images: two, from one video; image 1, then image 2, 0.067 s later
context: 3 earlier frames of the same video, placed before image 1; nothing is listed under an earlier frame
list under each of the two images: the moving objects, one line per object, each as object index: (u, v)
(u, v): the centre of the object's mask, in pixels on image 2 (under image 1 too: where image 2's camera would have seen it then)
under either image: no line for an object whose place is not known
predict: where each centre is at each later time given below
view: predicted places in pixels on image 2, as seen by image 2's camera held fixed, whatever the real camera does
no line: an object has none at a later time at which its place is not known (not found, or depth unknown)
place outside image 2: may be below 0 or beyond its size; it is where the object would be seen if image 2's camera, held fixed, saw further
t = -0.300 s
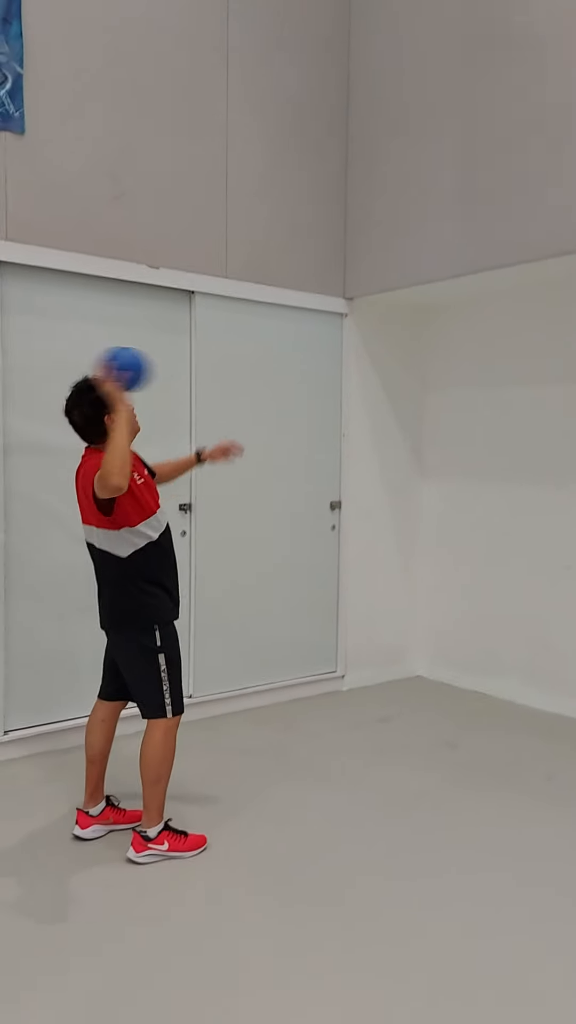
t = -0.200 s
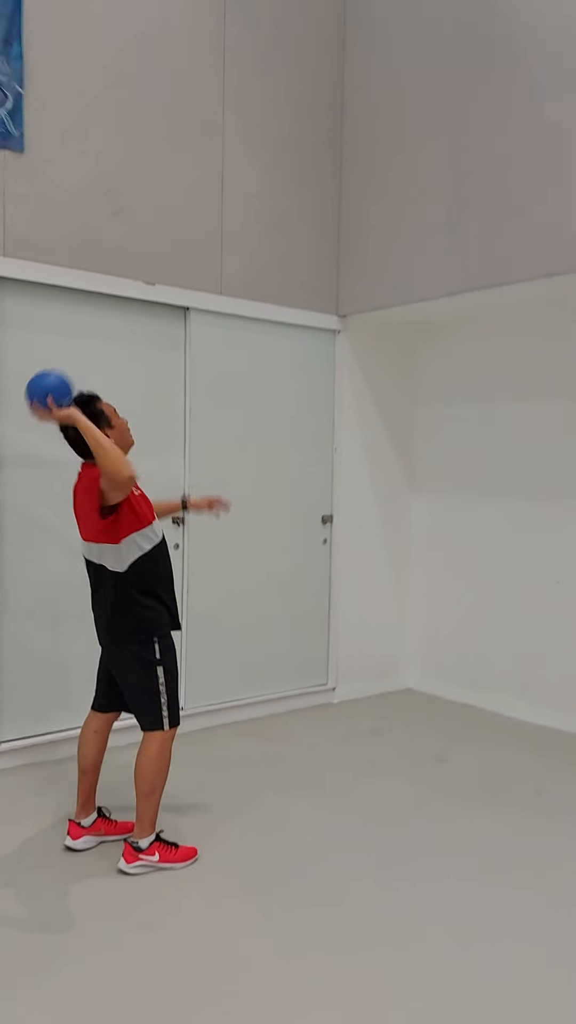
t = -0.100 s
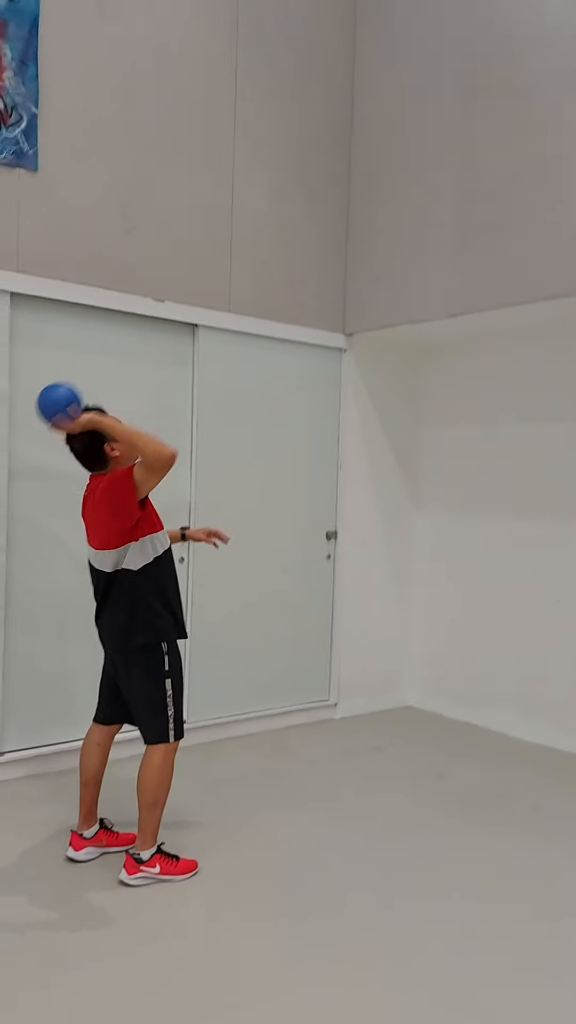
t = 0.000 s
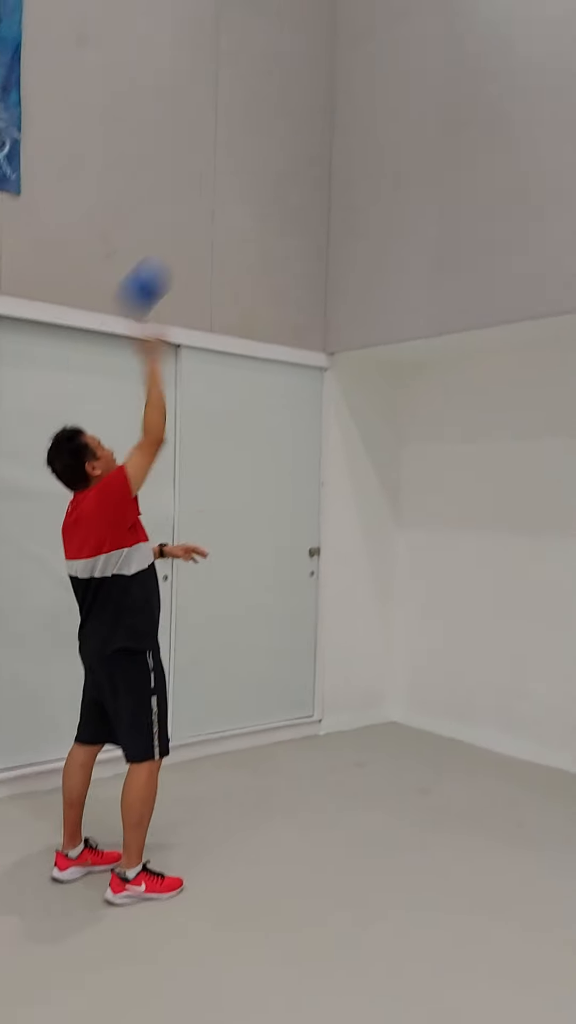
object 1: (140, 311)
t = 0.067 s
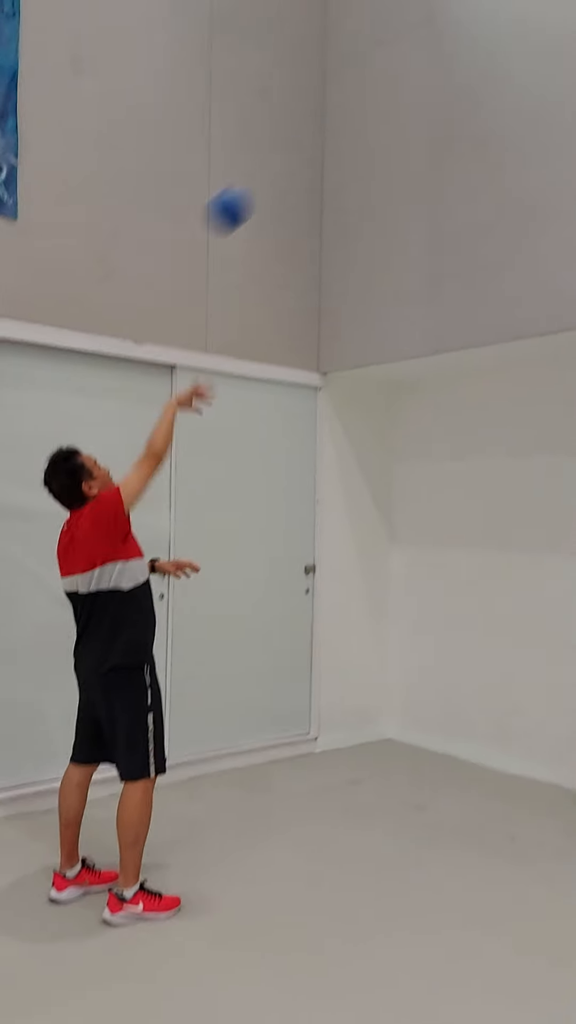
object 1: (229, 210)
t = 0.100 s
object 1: (269, 171)
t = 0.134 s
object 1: (307, 137)
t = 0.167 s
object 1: (341, 108)
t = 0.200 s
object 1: (371, 82)
